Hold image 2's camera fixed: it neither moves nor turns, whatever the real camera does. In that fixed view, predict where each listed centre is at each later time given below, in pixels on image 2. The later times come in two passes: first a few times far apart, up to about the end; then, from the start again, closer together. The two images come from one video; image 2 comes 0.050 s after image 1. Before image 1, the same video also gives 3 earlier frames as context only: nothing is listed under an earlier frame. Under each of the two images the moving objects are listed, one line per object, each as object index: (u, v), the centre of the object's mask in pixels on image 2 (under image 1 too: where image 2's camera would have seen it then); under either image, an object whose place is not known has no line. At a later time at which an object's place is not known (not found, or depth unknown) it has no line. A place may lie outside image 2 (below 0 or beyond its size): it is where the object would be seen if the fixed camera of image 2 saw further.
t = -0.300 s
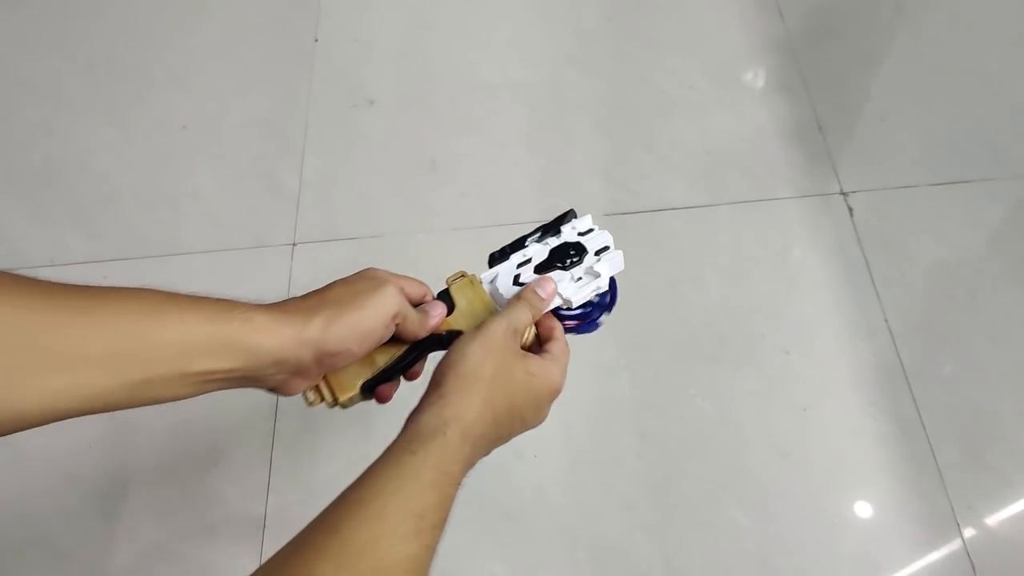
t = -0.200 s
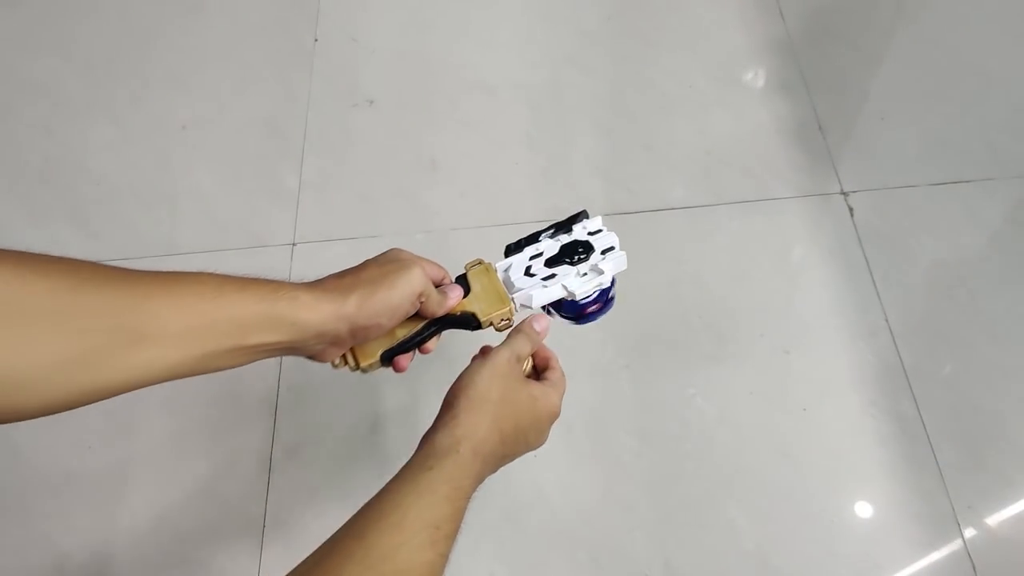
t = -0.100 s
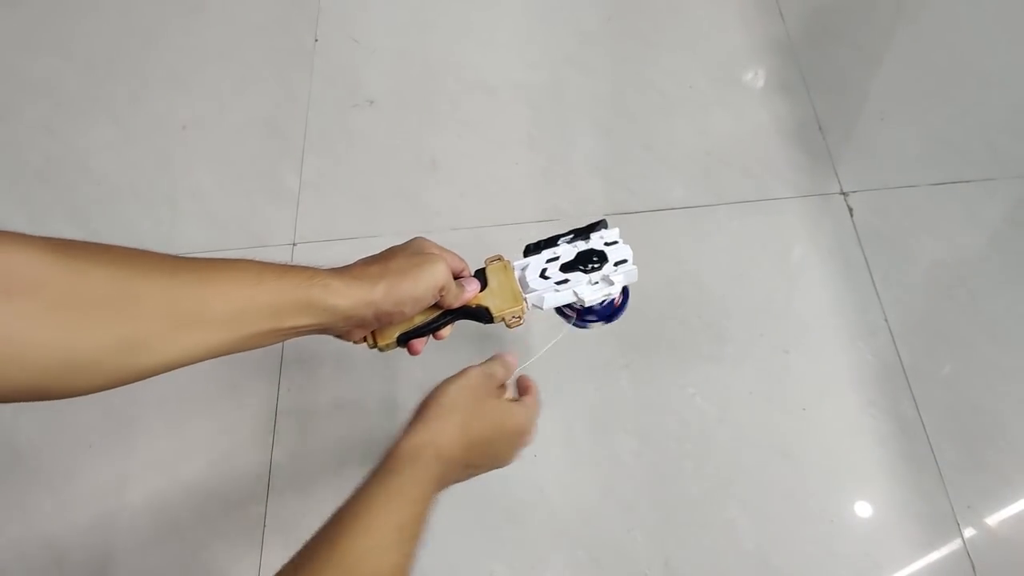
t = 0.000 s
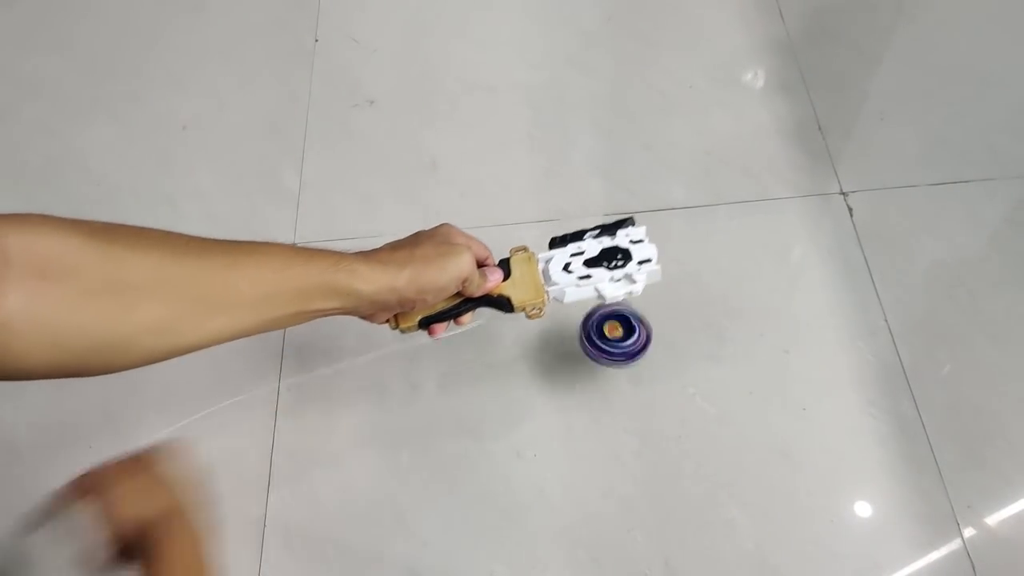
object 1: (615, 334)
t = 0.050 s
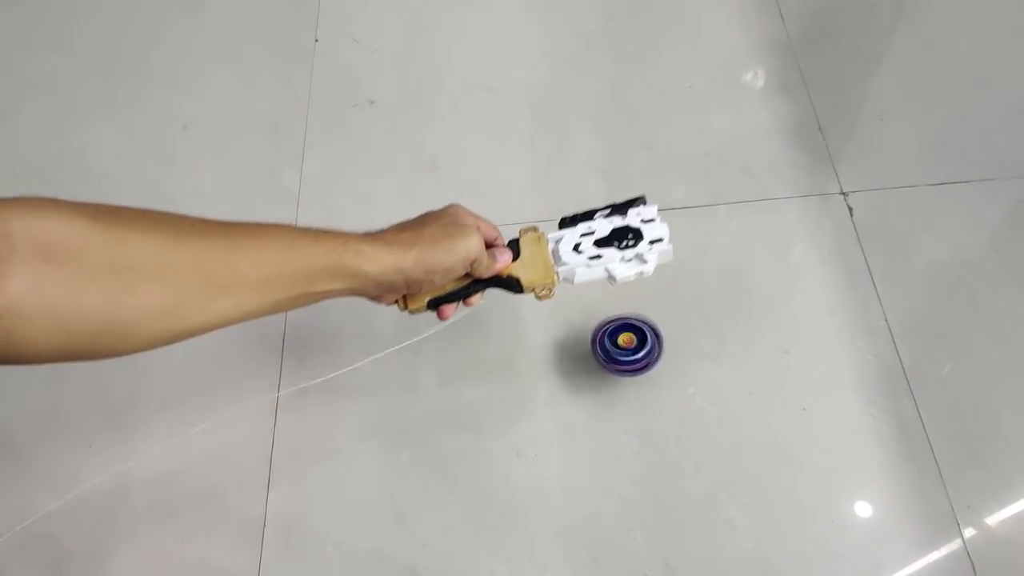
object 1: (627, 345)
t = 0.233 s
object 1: (666, 339)
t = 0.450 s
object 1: (693, 331)
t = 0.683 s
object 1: (700, 324)
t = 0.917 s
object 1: (701, 316)
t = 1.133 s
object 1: (696, 309)
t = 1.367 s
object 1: (687, 307)
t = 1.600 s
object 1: (679, 309)
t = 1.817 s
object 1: (675, 315)
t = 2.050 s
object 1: (675, 321)
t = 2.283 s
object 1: (680, 325)
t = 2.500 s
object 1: (685, 325)
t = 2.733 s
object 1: (688, 323)
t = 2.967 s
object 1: (688, 319)
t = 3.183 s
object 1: (684, 316)
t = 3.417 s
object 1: (680, 316)
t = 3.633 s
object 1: (676, 319)
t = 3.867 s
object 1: (676, 322)
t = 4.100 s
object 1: (678, 324)
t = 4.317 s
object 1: (680, 324)
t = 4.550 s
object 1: (681, 323)
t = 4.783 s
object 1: (679, 320)
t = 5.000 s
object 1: (677, 321)
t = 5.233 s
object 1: (677, 324)
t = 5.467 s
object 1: (678, 325)
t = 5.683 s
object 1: (680, 327)
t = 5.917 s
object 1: (682, 326)
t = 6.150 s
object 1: (681, 324)
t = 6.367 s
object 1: (678, 324)
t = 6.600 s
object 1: (676, 326)
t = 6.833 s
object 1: (677, 328)
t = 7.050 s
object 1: (678, 329)
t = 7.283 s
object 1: (679, 329)
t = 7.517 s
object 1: (680, 328)
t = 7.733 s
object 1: (678, 328)
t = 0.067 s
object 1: (633, 340)
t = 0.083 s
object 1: (635, 338)
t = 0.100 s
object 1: (639, 337)
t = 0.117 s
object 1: (643, 337)
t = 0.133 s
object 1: (647, 338)
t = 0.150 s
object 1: (649, 341)
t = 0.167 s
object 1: (653, 345)
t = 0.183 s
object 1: (656, 347)
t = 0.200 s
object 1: (660, 343)
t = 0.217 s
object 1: (663, 340)
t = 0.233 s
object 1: (666, 339)
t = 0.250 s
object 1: (669, 338)
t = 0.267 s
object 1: (672, 338)
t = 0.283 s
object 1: (675, 337)
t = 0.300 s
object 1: (678, 336)
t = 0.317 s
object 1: (681, 337)
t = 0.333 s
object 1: (683, 336)
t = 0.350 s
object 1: (684, 335)
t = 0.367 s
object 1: (686, 335)
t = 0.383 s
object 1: (688, 334)
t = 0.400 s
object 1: (689, 333)
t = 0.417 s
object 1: (690, 332)
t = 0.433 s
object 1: (691, 332)
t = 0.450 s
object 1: (693, 331)
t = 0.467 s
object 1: (693, 331)
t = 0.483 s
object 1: (694, 330)
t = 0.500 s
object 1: (695, 330)
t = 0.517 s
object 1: (696, 329)
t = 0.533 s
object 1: (696, 328)
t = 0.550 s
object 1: (697, 328)
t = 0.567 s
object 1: (698, 327)
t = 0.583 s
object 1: (698, 327)
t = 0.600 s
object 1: (698, 326)
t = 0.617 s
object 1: (699, 326)
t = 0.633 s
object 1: (699, 325)
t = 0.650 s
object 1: (700, 325)
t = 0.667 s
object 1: (700, 324)
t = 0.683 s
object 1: (700, 324)
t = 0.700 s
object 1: (701, 323)
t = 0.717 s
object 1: (701, 323)
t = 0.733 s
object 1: (701, 322)
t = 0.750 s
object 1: (701, 322)
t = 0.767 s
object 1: (701, 321)
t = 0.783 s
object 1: (701, 321)
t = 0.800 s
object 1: (702, 320)
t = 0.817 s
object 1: (701, 319)
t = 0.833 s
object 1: (701, 319)
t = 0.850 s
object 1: (701, 318)
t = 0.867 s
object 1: (701, 318)
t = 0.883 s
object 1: (701, 317)
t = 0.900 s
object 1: (701, 317)
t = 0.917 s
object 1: (701, 316)
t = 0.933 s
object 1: (700, 315)
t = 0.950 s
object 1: (700, 315)
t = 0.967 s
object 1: (700, 314)
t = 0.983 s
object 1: (700, 314)
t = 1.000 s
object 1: (699, 313)
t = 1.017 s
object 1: (699, 313)
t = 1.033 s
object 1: (699, 312)
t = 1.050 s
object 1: (698, 312)
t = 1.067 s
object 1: (698, 311)
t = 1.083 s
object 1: (697, 311)
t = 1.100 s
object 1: (697, 310)
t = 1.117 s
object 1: (696, 310)
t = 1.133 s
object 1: (696, 309)
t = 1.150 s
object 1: (695, 309)
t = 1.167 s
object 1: (695, 309)
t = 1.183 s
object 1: (694, 308)
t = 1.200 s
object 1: (693, 308)
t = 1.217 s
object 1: (693, 308)
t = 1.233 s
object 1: (692, 308)
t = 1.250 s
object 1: (692, 308)
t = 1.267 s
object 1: (691, 307)
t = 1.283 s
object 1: (690, 307)
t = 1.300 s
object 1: (690, 307)
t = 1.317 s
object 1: (689, 307)
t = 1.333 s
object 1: (688, 307)
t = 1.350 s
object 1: (688, 307)
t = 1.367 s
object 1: (687, 307)
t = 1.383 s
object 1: (686, 307)
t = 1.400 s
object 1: (686, 307)
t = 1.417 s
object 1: (685, 307)
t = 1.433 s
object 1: (685, 307)
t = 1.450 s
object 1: (684, 307)
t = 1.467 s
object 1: (684, 308)
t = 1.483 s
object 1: (683, 308)
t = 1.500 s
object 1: (682, 308)
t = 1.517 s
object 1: (682, 308)
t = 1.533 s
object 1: (681, 308)
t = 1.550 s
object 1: (681, 308)
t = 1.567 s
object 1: (680, 309)
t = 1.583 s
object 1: (680, 309)
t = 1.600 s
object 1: (679, 309)
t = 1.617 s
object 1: (678, 309)
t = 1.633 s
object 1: (678, 310)
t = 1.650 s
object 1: (678, 310)
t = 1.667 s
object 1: (677, 311)
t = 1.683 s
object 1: (677, 311)
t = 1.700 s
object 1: (676, 311)
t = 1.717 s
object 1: (676, 312)
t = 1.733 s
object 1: (676, 312)
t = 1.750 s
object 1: (676, 313)
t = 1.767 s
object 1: (675, 313)
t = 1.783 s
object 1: (675, 314)
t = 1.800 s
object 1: (675, 314)
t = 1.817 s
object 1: (675, 315)
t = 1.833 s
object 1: (675, 315)
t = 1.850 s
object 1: (675, 315)
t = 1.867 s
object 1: (674, 316)
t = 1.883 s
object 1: (674, 316)
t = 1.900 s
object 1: (674, 317)
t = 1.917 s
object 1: (674, 317)
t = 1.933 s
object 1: (674, 318)
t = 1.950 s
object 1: (674, 318)
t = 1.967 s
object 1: (675, 318)
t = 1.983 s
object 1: (674, 319)
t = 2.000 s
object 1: (674, 319)
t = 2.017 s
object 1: (674, 320)
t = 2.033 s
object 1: (675, 321)
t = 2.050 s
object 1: (675, 321)
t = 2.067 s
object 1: (675, 321)
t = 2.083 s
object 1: (675, 322)
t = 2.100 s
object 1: (675, 322)
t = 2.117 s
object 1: (676, 323)
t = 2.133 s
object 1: (677, 323)
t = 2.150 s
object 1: (677, 323)
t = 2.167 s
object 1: (677, 323)
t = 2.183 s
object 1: (677, 323)
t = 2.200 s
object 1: (678, 324)
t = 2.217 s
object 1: (678, 324)
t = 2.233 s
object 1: (678, 324)
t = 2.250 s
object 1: (679, 325)
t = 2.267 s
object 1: (679, 325)
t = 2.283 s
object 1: (680, 325)
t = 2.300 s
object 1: (680, 325)
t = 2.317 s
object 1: (681, 325)
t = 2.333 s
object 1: (681, 325)
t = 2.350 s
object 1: (681, 326)
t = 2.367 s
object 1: (681, 326)
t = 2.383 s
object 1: (682, 326)
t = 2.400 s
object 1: (682, 326)
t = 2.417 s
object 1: (683, 326)
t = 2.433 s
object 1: (683, 325)
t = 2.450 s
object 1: (683, 325)
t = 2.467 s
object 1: (684, 326)
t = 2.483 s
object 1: (685, 325)
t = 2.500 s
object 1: (685, 325)
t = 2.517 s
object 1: (685, 325)
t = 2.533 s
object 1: (686, 325)
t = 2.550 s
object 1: (686, 325)
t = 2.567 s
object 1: (686, 325)
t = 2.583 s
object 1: (686, 325)
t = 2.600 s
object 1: (687, 325)
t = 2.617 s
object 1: (687, 324)
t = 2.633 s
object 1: (687, 324)
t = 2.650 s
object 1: (688, 324)
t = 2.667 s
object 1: (688, 324)
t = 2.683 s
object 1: (688, 323)
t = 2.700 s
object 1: (688, 323)
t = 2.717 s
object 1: (688, 323)
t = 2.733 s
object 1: (688, 323)
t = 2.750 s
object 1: (689, 323)
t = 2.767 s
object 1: (689, 322)
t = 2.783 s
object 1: (689, 322)
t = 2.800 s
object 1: (689, 322)
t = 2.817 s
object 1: (689, 321)
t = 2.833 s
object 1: (689, 321)
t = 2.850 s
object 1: (688, 321)
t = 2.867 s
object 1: (688, 321)
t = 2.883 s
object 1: (688, 320)
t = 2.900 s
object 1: (688, 320)
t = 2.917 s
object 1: (688, 320)
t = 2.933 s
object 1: (688, 319)
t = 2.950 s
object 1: (688, 319)
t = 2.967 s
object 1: (688, 319)
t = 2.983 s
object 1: (687, 319)
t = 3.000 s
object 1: (687, 319)
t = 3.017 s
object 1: (687, 318)
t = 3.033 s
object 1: (687, 318)
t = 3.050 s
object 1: (687, 318)
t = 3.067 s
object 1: (687, 317)
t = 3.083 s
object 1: (686, 317)
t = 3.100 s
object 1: (686, 317)
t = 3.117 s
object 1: (686, 317)
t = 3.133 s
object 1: (685, 317)
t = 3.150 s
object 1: (685, 316)
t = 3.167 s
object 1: (685, 316)
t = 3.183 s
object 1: (684, 316)
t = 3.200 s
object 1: (684, 316)
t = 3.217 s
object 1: (684, 316)
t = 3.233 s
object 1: (683, 316)
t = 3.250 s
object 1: (683, 316)
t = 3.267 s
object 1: (683, 316)
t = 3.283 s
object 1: (683, 316)
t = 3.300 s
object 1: (682, 316)
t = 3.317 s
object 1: (682, 316)
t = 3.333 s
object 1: (681, 316)
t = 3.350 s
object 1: (681, 316)
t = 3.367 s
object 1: (681, 316)
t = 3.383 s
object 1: (681, 316)
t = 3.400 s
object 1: (680, 316)
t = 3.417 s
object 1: (680, 316)
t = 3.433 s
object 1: (679, 317)
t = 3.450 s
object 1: (679, 317)
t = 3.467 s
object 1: (679, 317)
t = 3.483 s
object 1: (678, 317)
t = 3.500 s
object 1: (678, 318)
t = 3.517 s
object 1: (678, 318)
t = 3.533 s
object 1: (677, 318)
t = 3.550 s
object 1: (677, 318)
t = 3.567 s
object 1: (677, 318)
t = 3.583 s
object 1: (677, 319)
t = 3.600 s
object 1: (677, 319)
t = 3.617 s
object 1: (677, 319)
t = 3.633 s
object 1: (676, 319)
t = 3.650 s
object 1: (677, 320)
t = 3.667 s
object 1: (677, 320)
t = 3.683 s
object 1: (677, 320)
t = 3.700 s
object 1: (677, 320)
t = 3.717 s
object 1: (677, 320)
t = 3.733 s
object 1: (676, 320)
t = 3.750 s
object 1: (676, 321)
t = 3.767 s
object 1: (676, 321)
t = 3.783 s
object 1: (676, 321)
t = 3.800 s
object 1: (676, 321)
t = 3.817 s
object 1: (676, 321)
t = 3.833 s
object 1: (676, 322)
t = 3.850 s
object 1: (677, 322)
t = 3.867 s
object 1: (676, 322)
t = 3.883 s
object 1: (676, 322)
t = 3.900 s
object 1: (677, 323)
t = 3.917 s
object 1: (677, 322)
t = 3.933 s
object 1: (677, 323)
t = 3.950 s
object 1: (677, 323)
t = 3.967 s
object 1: (677, 323)
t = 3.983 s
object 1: (677, 323)
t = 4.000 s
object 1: (677, 323)
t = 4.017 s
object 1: (677, 323)
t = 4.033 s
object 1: (677, 324)
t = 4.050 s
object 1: (677, 324)
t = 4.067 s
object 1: (677, 323)
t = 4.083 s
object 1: (678, 324)
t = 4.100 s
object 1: (678, 324)
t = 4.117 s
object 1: (678, 324)
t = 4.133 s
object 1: (678, 324)
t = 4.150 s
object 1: (679, 324)
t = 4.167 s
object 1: (678, 324)
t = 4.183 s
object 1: (679, 324)
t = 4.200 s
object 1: (679, 324)
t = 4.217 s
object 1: (679, 324)
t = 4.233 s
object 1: (679, 324)
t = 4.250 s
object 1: (679, 324)
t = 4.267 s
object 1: (679, 324)
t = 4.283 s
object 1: (680, 324)
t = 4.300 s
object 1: (680, 324)
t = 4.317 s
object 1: (680, 324)
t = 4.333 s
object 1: (680, 324)
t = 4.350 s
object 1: (680, 324)
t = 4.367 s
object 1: (680, 323)
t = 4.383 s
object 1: (681, 323)
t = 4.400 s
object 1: (681, 323)
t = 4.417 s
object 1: (681, 323)
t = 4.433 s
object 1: (680, 323)
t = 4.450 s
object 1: (680, 323)
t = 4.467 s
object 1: (680, 323)
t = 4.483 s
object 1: (680, 323)
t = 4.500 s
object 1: (681, 323)
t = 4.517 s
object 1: (681, 323)
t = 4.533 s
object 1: (680, 323)
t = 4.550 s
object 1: (681, 323)
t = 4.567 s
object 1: (681, 323)
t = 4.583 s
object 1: (681, 323)
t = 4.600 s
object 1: (681, 323)
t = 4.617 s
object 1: (681, 323)
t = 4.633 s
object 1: (681, 323)
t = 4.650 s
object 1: (681, 323)
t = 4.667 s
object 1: (681, 322)
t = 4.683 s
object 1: (680, 322)
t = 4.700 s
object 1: (681, 322)
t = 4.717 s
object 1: (681, 321)
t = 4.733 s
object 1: (680, 321)
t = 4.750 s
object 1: (680, 321)
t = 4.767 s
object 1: (680, 321)
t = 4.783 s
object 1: (679, 320)
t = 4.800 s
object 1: (679, 321)
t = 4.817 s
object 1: (679, 321)
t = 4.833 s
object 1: (679, 320)
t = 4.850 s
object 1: (679, 321)
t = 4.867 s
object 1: (679, 320)
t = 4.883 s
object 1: (679, 320)
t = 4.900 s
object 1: (678, 320)
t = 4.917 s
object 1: (678, 320)
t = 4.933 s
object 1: (678, 320)
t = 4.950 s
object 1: (677, 320)
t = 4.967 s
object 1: (677, 321)
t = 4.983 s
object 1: (677, 320)
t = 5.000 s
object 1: (677, 321)
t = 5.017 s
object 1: (677, 321)
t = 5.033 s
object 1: (677, 321)
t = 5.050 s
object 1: (676, 321)
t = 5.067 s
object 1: (676, 322)
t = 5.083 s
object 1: (676, 322)
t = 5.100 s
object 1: (677, 322)
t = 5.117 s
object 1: (676, 322)
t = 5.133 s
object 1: (677, 322)
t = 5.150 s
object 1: (677, 322)
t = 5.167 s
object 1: (677, 323)
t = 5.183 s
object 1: (677, 323)
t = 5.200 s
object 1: (677, 323)
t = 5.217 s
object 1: (677, 323)
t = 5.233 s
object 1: (677, 324)
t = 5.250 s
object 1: (677, 323)
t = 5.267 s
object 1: (677, 324)
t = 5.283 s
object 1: (677, 324)
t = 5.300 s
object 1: (677, 324)
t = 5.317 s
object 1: (678, 324)
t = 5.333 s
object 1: (677, 324)
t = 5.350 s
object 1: (678, 324)
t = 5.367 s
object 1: (678, 324)
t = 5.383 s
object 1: (678, 324)
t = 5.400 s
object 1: (678, 325)
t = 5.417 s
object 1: (678, 325)
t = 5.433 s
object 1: (678, 325)
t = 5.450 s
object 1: (678, 325)
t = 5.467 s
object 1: (678, 325)
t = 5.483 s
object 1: (678, 325)
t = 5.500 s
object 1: (678, 325)
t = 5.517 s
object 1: (678, 325)
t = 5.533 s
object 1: (679, 325)
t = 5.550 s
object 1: (679, 325)
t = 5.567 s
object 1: (679, 326)
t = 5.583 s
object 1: (679, 326)
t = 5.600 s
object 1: (679, 326)
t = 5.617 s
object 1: (679, 326)
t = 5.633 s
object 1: (679, 326)
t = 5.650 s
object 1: (679, 326)
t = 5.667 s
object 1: (679, 326)
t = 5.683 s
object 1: (680, 327)
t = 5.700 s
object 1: (680, 326)
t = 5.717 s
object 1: (680, 327)
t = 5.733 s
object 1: (680, 327)
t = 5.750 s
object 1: (681, 327)
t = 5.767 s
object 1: (681, 326)
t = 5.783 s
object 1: (681, 326)
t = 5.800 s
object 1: (681, 326)
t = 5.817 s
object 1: (681, 326)
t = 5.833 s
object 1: (681, 326)
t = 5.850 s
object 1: (681, 327)
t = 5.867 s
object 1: (682, 326)
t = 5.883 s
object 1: (682, 326)
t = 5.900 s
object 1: (682, 326)
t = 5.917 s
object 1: (682, 326)
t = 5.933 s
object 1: (682, 326)
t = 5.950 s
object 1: (682, 325)
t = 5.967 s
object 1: (682, 326)
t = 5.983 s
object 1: (682, 325)
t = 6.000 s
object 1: (682, 325)
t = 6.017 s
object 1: (681, 325)
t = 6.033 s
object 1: (682, 324)
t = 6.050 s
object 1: (682, 324)
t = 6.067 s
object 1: (681, 324)
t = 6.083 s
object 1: (681, 324)
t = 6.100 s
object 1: (681, 324)
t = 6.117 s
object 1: (681, 324)
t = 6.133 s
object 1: (680, 324)
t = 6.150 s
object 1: (681, 324)
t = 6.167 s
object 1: (681, 323)
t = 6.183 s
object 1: (680, 323)
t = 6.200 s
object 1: (680, 324)
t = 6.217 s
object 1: (680, 323)
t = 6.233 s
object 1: (680, 323)
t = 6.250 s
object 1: (679, 324)
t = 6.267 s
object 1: (679, 324)
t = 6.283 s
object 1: (680, 323)
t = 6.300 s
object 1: (679, 323)
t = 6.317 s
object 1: (678, 324)
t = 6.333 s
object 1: (679, 324)
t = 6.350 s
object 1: (679, 324)
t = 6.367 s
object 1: (678, 324)
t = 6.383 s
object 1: (678, 324)
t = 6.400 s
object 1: (678, 324)
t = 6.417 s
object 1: (678, 324)
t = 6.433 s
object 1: (677, 325)
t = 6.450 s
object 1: (678, 325)
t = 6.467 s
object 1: (678, 325)
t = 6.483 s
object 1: (677, 325)
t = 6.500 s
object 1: (677, 325)
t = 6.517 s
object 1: (677, 325)
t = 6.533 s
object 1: (677, 325)
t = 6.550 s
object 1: (677, 325)
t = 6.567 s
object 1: (677, 326)
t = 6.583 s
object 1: (677, 325)
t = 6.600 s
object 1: (676, 326)
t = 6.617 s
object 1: (677, 326)
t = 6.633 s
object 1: (677, 326)
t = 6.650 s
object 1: (677, 326)
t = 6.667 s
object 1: (676, 327)
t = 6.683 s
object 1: (677, 327)
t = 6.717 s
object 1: (677, 327)
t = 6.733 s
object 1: (677, 327)
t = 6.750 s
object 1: (677, 327)
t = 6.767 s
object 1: (677, 327)
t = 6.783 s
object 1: (677, 327)
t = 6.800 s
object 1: (677, 328)
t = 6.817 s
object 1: (678, 328)
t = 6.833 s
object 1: (677, 328)
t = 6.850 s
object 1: (677, 328)
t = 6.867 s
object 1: (677, 328)
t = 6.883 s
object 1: (678, 328)
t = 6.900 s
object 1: (677, 328)
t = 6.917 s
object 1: (677, 329)
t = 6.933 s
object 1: (678, 329)
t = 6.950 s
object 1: (678, 328)
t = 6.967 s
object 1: (678, 328)
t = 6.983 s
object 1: (678, 328)
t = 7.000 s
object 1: (679, 329)
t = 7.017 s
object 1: (679, 329)
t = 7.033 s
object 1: (678, 329)
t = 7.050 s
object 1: (678, 329)
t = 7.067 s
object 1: (679, 328)
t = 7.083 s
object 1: (679, 329)
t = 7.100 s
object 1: (679, 329)
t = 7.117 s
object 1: (679, 329)
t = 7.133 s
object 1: (679, 329)
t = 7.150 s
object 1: (679, 328)
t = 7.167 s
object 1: (679, 329)
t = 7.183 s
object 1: (680, 329)
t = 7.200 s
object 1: (679, 328)
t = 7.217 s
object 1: (679, 328)
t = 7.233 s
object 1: (679, 329)
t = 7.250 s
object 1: (680, 329)
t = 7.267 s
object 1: (680, 328)
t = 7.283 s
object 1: (679, 329)
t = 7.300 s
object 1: (680, 328)
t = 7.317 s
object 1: (680, 328)
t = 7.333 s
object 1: (680, 328)
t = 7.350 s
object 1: (679, 328)
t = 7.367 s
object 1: (680, 328)
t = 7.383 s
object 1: (680, 328)
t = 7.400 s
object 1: (679, 328)
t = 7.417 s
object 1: (679, 328)
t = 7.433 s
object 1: (680, 328)
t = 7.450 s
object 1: (680, 328)
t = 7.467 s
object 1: (679, 328)
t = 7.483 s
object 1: (679, 329)
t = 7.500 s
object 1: (680, 328)
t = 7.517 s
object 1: (680, 328)
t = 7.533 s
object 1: (679, 328)
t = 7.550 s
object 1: (679, 328)
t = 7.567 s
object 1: (680, 328)
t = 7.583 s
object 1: (679, 328)
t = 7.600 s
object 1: (679, 328)
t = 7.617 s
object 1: (679, 328)
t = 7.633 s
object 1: (679, 328)
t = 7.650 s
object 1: (679, 328)
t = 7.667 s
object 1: (679, 328)
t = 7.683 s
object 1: (679, 328)
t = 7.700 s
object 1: (679, 327)
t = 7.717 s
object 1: (678, 328)
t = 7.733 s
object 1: (678, 328)
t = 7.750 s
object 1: (678, 328)
